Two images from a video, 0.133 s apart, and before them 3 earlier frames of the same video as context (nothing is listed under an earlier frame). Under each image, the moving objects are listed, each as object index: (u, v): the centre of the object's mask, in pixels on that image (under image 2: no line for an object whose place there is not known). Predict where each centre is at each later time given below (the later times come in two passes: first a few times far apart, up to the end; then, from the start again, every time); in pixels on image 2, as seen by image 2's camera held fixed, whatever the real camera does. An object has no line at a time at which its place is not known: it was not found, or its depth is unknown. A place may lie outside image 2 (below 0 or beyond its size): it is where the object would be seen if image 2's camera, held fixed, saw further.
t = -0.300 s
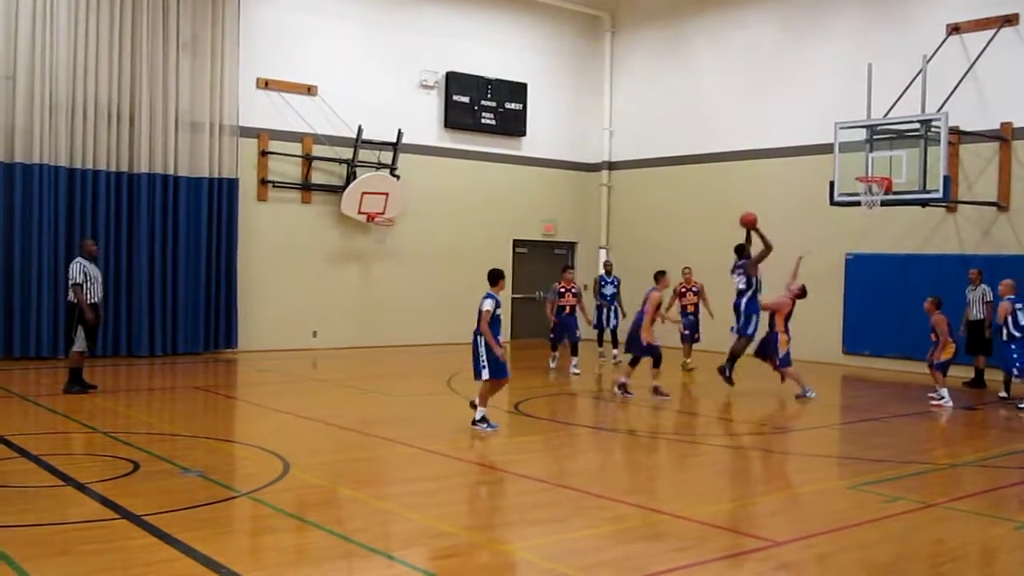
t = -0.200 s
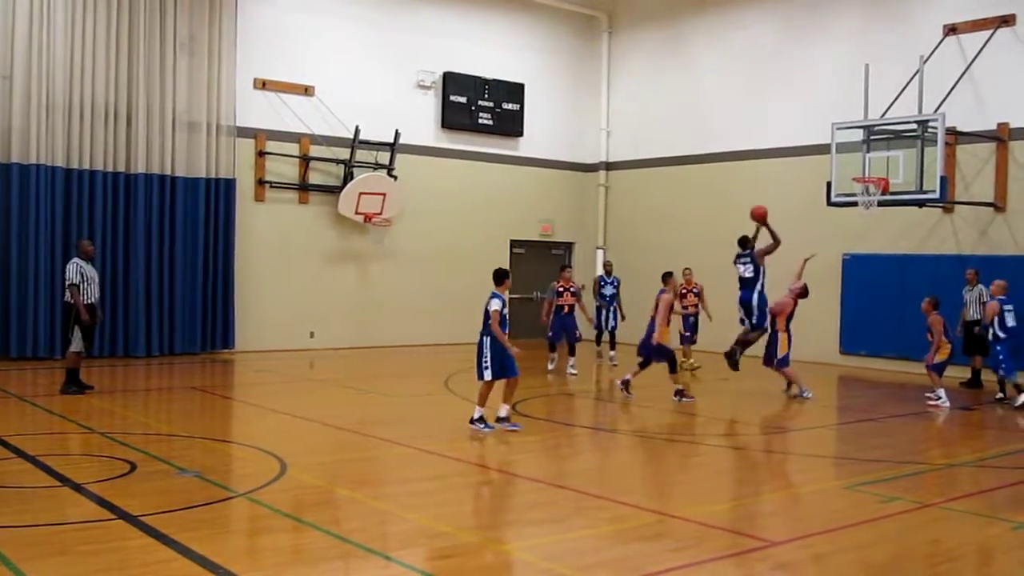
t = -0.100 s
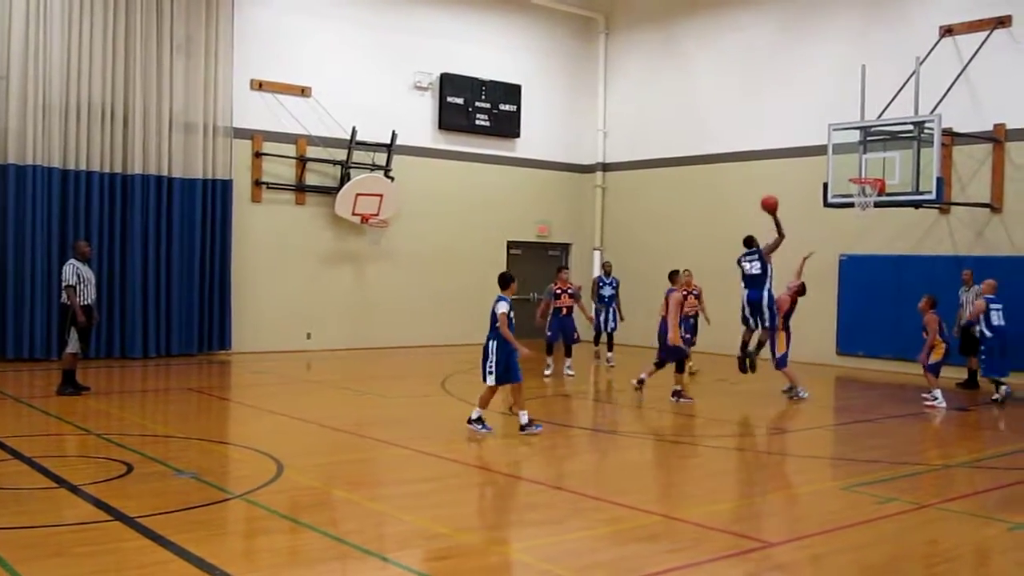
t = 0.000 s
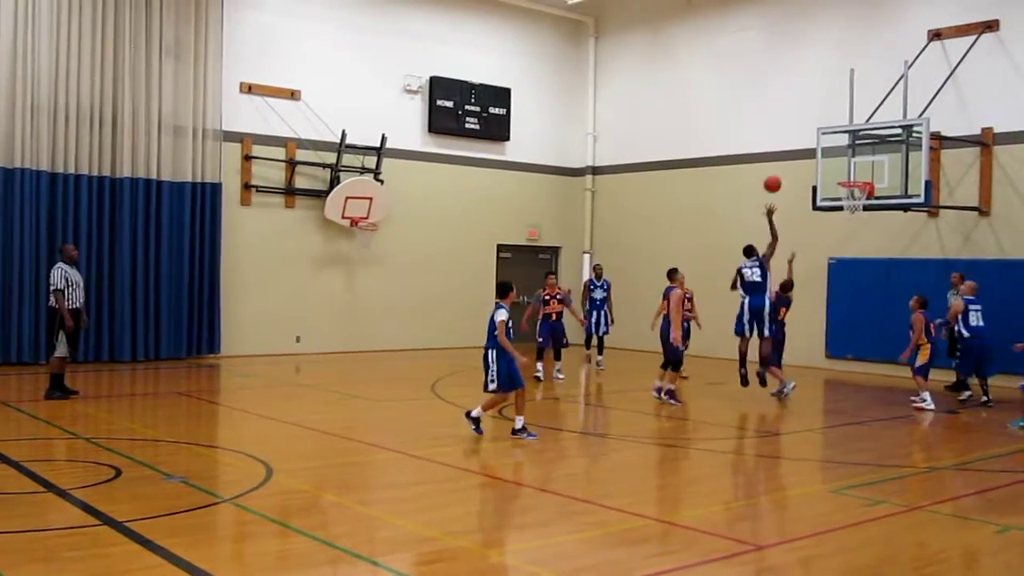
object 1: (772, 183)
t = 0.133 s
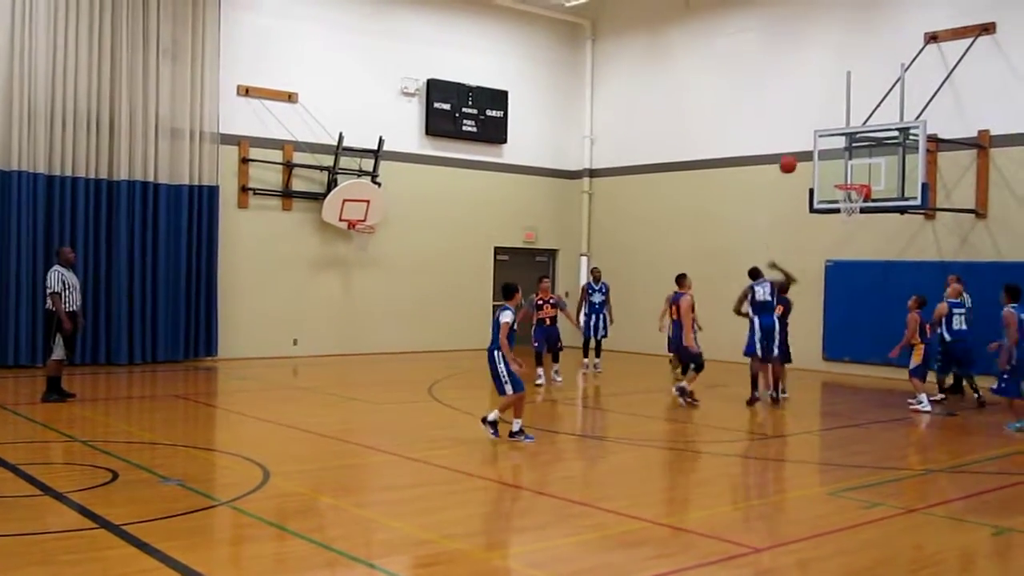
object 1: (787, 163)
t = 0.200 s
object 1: (796, 159)
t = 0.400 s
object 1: (821, 159)
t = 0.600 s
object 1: (838, 172)
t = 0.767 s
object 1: (836, 163)
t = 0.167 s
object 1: (791, 160)
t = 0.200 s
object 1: (796, 159)
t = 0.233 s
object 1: (800, 157)
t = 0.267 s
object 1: (804, 155)
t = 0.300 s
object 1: (808, 156)
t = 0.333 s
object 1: (813, 157)
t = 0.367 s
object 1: (817, 157)
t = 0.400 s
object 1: (821, 159)
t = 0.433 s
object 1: (825, 162)
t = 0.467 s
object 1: (830, 166)
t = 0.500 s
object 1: (834, 170)
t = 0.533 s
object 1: (837, 175)
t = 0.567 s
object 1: (838, 175)
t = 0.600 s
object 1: (838, 172)
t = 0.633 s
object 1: (837, 168)
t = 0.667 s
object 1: (837, 166)
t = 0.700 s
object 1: (837, 164)
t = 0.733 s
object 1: (836, 163)
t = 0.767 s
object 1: (836, 163)
